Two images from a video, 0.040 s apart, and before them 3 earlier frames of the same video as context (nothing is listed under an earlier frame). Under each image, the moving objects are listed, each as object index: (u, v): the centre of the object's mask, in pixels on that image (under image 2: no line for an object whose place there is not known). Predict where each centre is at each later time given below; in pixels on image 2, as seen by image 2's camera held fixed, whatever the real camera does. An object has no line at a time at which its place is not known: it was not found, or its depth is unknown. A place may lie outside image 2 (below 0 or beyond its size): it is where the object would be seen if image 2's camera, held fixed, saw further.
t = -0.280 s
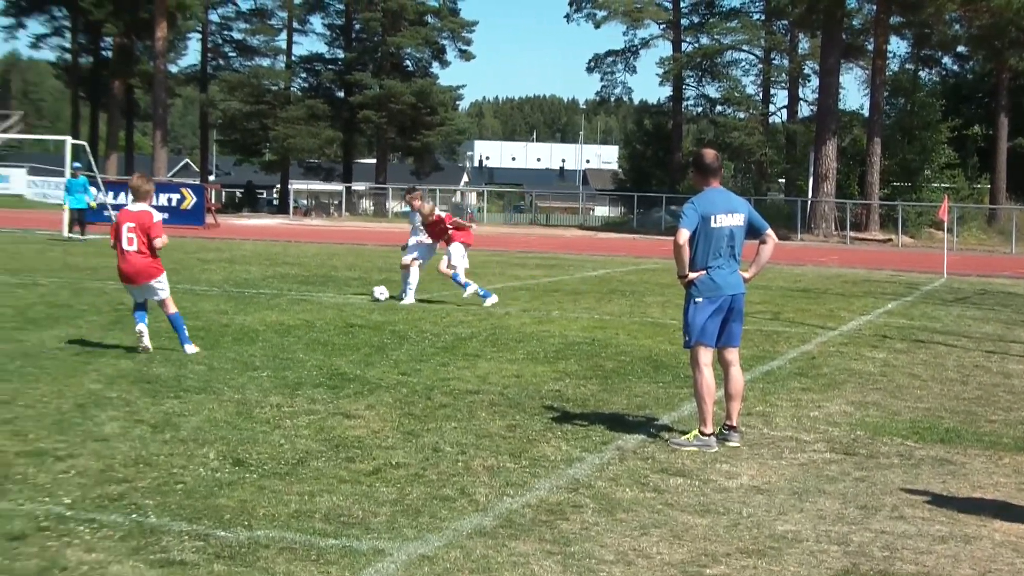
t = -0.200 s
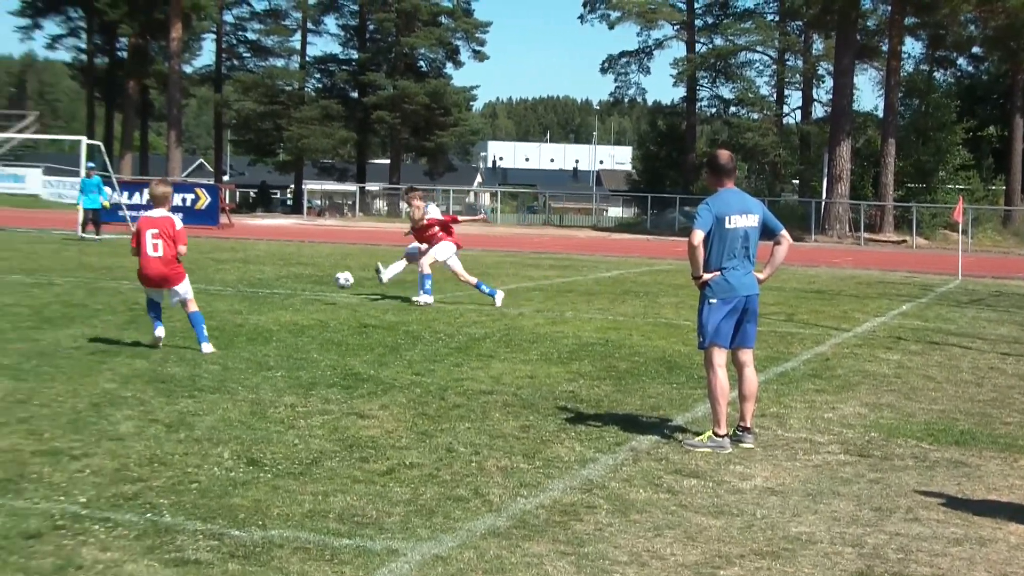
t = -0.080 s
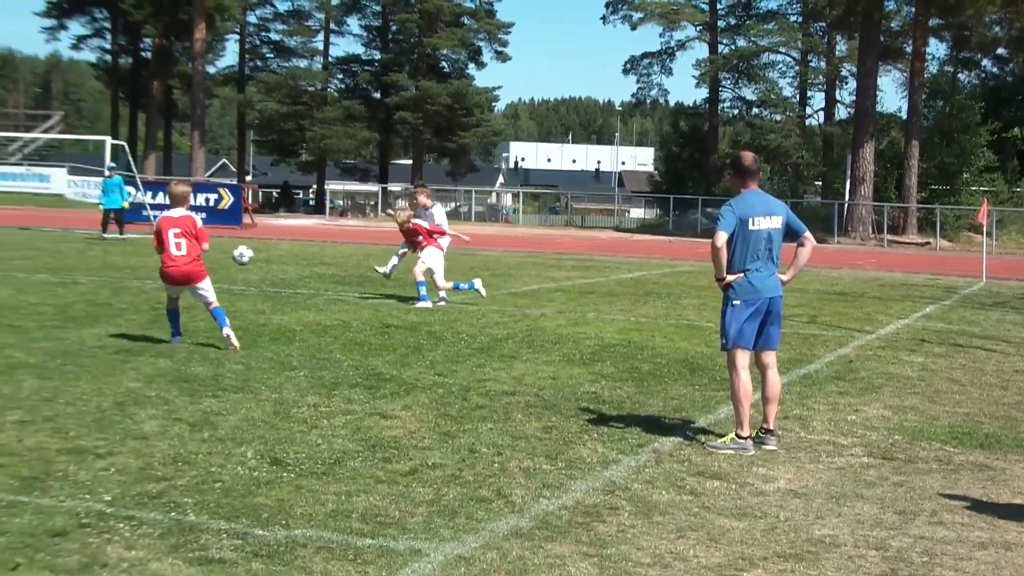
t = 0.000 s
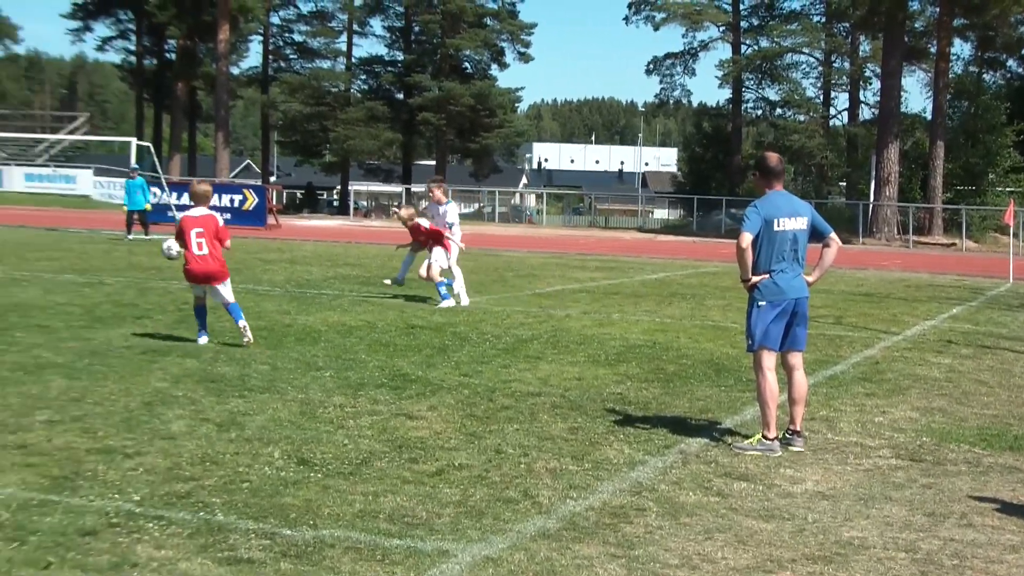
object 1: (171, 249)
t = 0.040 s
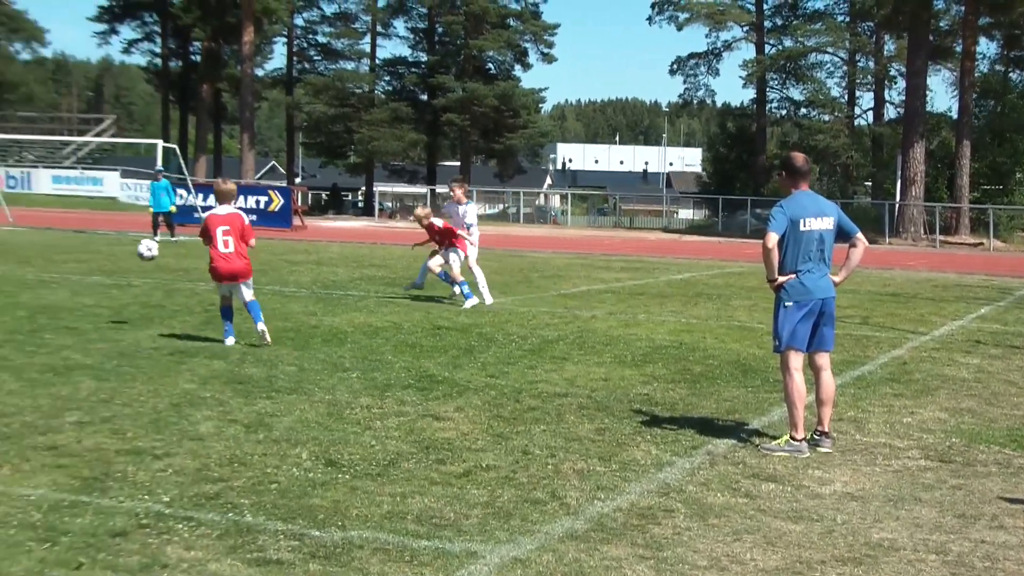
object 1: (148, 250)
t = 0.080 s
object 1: (96, 253)
